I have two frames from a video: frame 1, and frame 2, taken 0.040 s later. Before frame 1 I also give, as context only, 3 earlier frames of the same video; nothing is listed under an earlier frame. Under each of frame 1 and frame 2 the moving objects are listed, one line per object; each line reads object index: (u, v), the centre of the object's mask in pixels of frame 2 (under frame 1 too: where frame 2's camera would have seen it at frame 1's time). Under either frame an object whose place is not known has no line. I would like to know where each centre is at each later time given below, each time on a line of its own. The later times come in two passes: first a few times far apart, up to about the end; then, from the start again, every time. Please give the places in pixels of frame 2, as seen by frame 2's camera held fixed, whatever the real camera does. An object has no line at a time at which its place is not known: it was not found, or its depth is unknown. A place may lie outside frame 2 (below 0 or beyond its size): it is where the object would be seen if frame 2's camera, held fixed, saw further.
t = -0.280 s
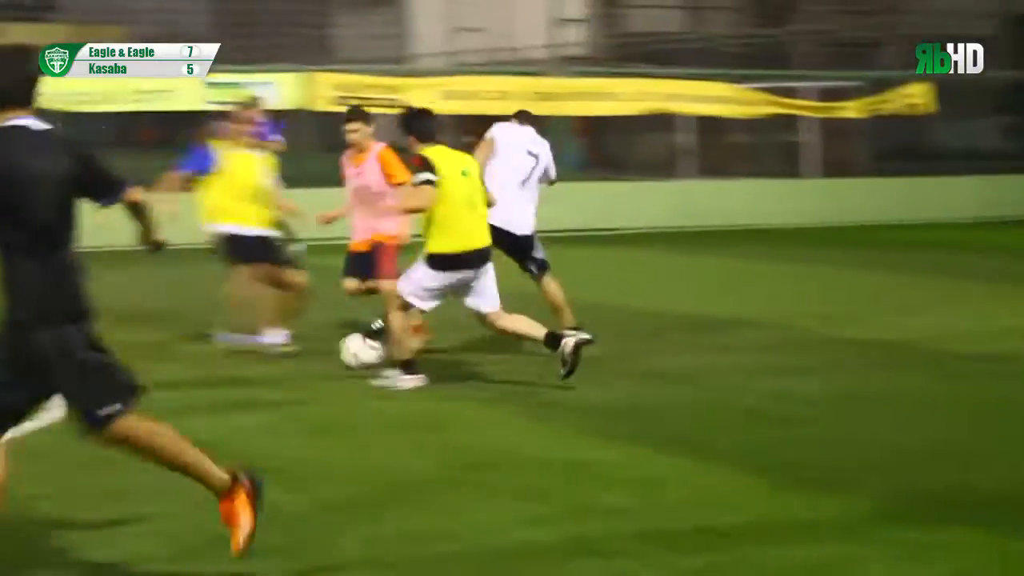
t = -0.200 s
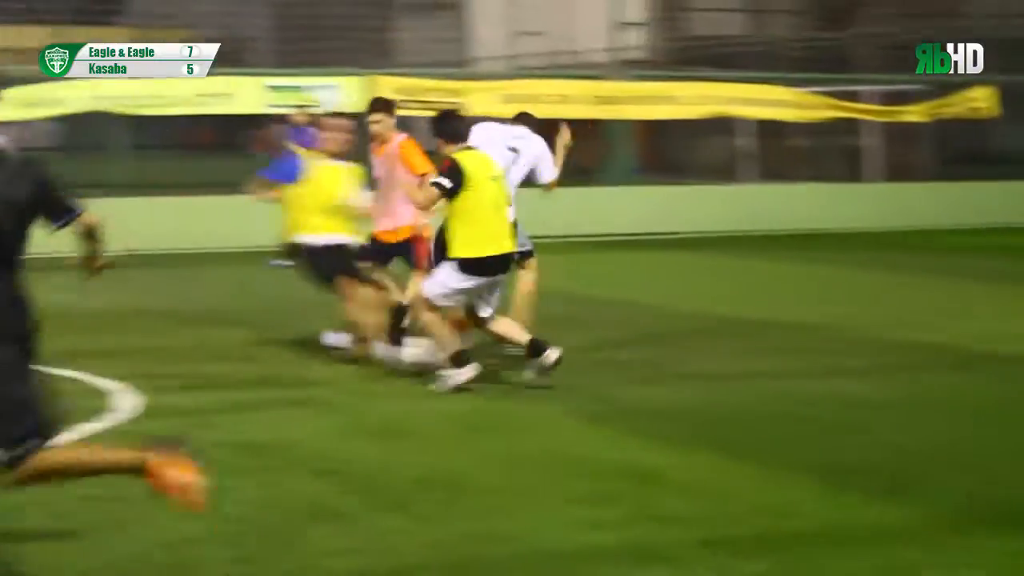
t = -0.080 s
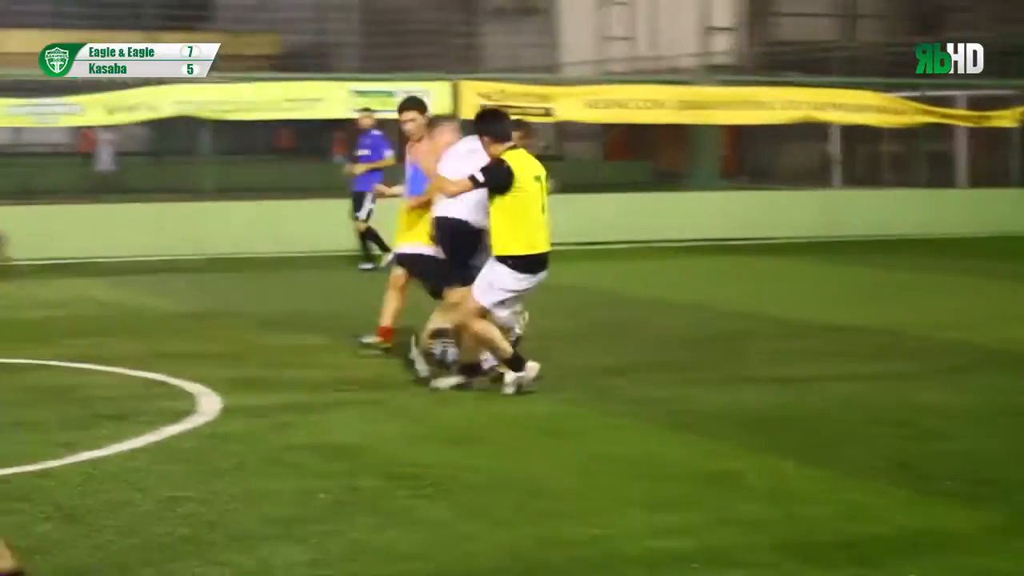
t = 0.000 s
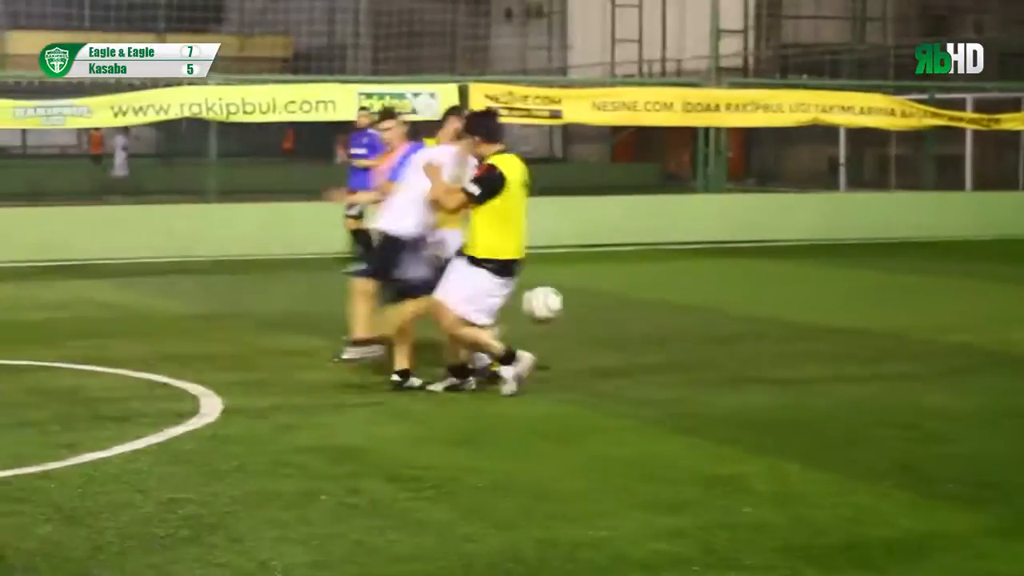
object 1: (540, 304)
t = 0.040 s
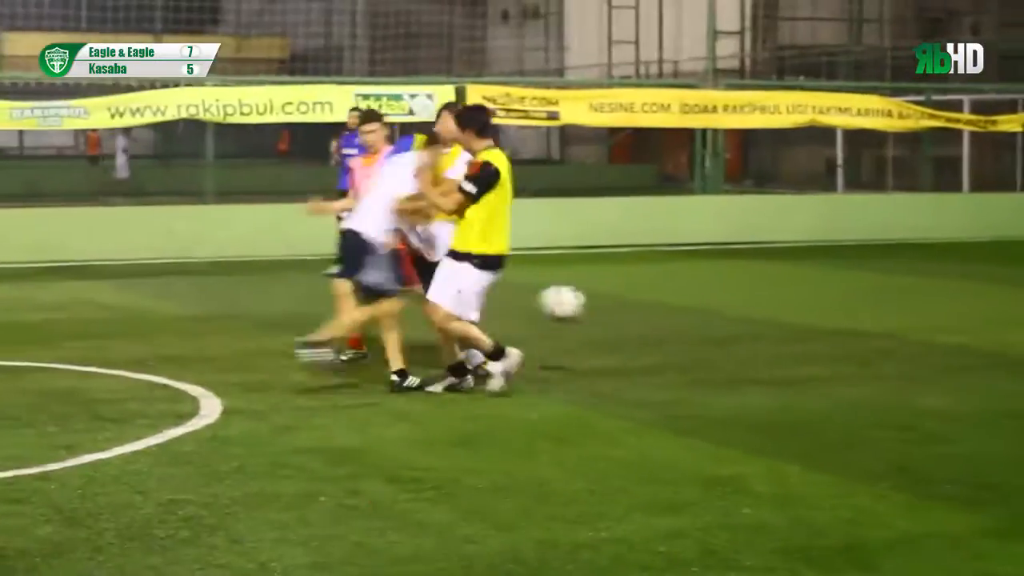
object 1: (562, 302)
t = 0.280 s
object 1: (676, 335)
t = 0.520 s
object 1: (725, 321)
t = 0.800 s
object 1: (758, 363)
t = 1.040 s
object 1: (771, 358)
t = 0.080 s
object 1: (582, 301)
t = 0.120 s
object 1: (600, 303)
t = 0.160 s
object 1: (619, 308)
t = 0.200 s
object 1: (638, 314)
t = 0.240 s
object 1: (657, 324)
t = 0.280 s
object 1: (676, 335)
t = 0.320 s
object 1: (694, 350)
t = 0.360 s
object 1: (706, 350)
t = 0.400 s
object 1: (711, 338)
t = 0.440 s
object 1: (716, 330)
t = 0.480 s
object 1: (720, 324)
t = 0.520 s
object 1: (725, 321)
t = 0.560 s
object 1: (730, 320)
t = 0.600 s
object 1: (735, 321)
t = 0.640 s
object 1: (740, 325)
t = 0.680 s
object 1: (745, 333)
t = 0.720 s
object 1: (749, 342)
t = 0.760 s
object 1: (755, 354)
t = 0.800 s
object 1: (758, 363)
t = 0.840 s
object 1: (760, 355)
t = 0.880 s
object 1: (762, 351)
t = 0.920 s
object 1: (764, 348)
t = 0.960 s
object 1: (767, 349)
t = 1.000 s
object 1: (769, 353)
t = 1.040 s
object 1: (771, 358)
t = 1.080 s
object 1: (773, 368)
